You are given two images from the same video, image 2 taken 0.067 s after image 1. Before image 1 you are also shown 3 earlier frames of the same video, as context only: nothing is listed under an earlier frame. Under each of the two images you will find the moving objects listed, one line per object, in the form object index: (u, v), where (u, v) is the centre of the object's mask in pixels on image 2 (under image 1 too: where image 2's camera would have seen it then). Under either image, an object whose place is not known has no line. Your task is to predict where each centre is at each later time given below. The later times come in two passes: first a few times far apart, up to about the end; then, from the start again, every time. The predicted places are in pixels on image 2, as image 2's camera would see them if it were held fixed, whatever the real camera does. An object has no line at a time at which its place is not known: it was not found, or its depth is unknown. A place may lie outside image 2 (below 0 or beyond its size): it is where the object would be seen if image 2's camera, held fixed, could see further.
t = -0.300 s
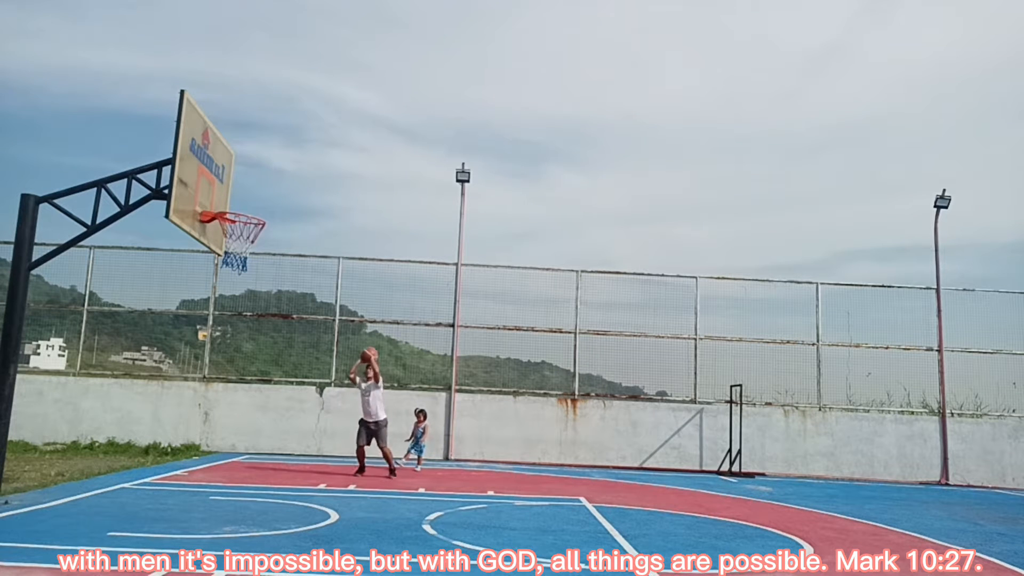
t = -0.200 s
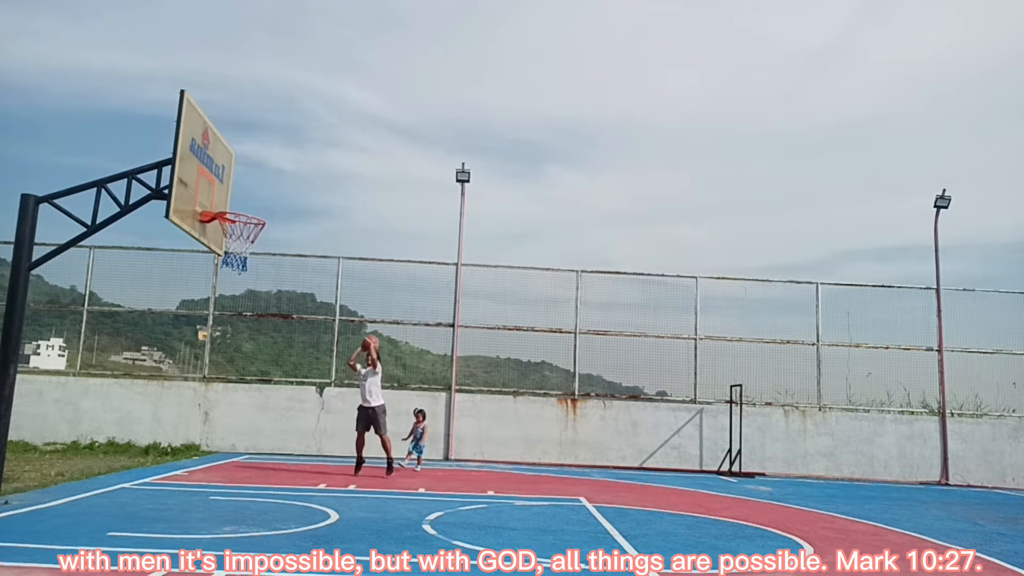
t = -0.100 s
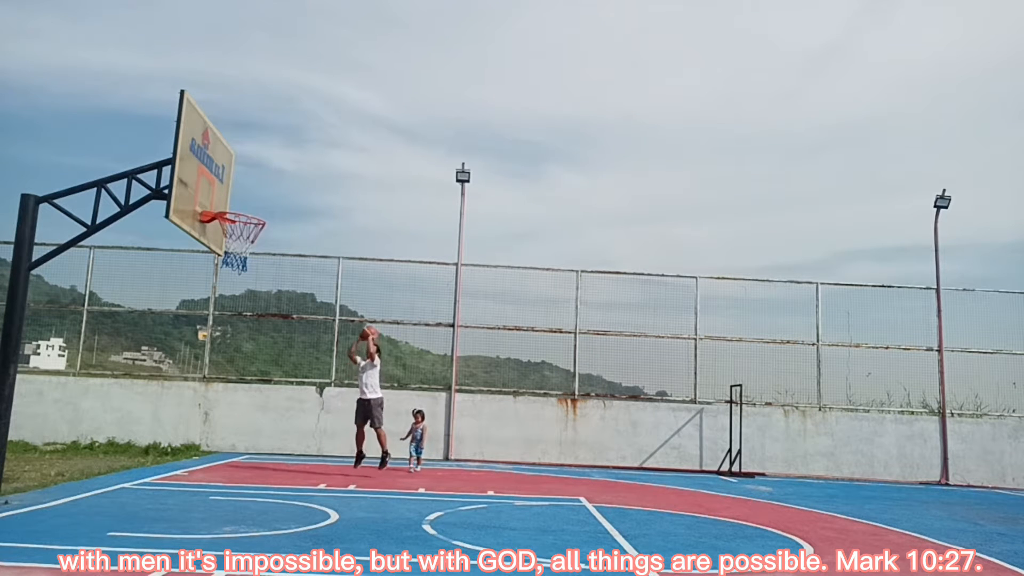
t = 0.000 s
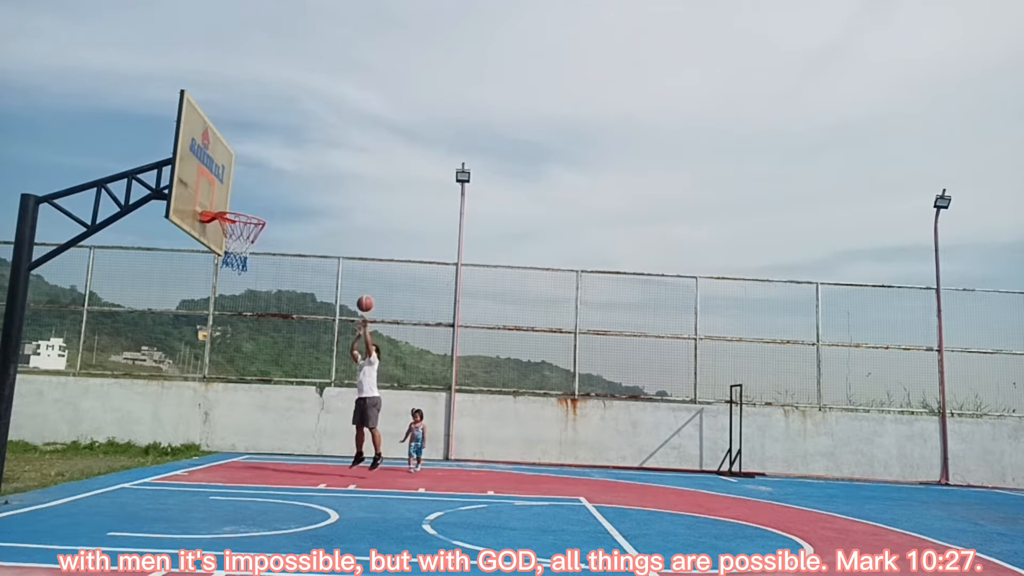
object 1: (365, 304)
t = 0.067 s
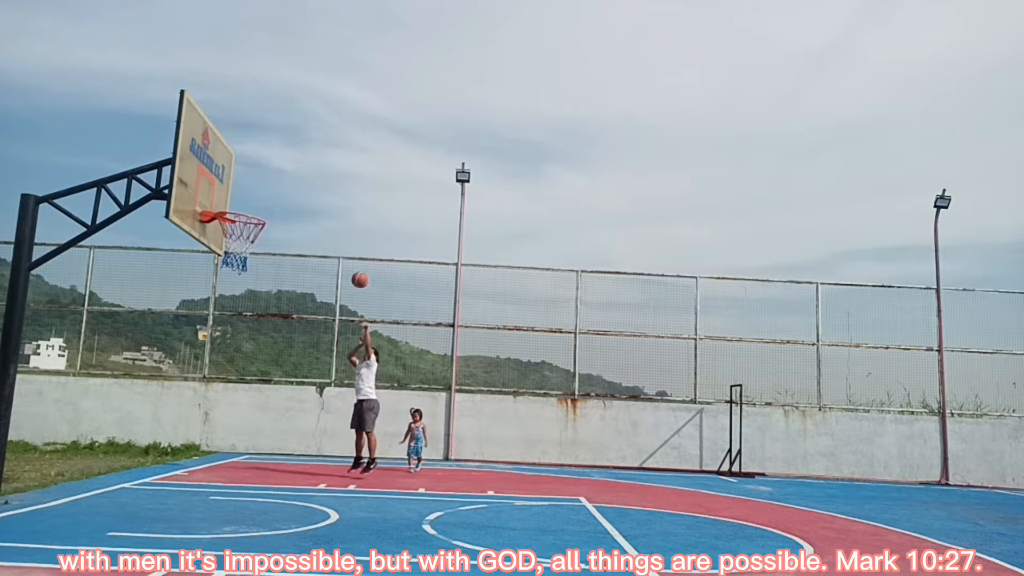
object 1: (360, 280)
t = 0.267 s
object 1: (342, 221)
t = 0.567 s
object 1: (305, 177)
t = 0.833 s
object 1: (259, 193)
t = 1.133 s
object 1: (222, 247)
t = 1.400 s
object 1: (216, 324)
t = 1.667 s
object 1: (198, 488)
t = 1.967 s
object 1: (220, 391)
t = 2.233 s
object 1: (238, 347)
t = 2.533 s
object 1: (246, 382)
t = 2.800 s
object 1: (246, 487)
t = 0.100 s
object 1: (357, 268)
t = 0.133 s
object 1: (354, 258)
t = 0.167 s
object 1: (351, 248)
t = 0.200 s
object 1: (348, 239)
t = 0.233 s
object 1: (345, 230)
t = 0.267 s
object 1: (342, 221)
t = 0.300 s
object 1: (338, 214)
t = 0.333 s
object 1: (335, 206)
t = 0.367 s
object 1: (331, 200)
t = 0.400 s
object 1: (327, 194)
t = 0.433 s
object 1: (323, 189)
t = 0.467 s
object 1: (319, 185)
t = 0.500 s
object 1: (314, 181)
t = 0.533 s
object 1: (310, 179)
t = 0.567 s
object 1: (305, 177)
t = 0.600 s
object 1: (300, 175)
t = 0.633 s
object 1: (295, 175)
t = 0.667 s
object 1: (290, 175)
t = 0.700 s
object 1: (284, 177)
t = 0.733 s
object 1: (278, 179)
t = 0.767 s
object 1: (272, 183)
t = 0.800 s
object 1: (266, 187)
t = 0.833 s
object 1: (259, 193)
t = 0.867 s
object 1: (252, 199)
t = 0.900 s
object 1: (246, 206)
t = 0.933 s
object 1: (238, 216)
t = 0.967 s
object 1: (230, 227)
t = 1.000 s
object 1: (224, 233)
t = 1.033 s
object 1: (222, 235)
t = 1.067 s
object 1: (222, 243)
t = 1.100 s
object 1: (222, 242)
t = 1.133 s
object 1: (222, 247)
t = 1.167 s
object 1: (221, 253)
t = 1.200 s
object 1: (221, 259)
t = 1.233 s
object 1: (220, 267)
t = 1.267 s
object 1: (219, 275)
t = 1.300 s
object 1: (218, 286)
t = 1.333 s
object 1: (217, 297)
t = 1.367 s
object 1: (217, 310)
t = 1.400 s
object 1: (216, 324)
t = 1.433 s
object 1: (215, 338)
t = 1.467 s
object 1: (212, 356)
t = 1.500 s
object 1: (210, 374)
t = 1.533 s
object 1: (207, 393)
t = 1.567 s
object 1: (205, 415)
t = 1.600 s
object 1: (203, 437)
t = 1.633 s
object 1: (200, 461)
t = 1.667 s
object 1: (198, 488)
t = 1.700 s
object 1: (196, 513)
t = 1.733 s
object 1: (199, 494)
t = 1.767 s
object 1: (201, 475)
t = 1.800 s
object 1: (206, 458)
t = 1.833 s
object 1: (209, 442)
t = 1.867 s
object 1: (212, 427)
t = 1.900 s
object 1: (215, 414)
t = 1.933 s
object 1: (218, 402)
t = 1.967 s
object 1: (220, 391)
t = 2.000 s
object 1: (223, 381)
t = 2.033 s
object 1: (226, 373)
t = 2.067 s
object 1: (229, 366)
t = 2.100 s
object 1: (231, 360)
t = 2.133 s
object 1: (233, 355)
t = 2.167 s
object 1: (235, 351)
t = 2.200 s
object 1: (237, 349)
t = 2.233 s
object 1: (238, 347)
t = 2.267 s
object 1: (240, 346)
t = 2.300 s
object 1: (241, 347)
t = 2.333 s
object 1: (242, 349)
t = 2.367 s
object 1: (243, 352)
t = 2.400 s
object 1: (244, 355)
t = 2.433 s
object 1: (245, 361)
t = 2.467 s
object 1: (246, 367)
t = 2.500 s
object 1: (246, 374)
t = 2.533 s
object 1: (246, 382)
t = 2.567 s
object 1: (246, 392)
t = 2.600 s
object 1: (247, 402)
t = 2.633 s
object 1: (247, 413)
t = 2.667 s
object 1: (247, 426)
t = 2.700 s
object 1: (247, 440)
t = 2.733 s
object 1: (247, 455)
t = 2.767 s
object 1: (246, 470)
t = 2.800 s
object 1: (246, 487)
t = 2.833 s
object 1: (246, 499)
